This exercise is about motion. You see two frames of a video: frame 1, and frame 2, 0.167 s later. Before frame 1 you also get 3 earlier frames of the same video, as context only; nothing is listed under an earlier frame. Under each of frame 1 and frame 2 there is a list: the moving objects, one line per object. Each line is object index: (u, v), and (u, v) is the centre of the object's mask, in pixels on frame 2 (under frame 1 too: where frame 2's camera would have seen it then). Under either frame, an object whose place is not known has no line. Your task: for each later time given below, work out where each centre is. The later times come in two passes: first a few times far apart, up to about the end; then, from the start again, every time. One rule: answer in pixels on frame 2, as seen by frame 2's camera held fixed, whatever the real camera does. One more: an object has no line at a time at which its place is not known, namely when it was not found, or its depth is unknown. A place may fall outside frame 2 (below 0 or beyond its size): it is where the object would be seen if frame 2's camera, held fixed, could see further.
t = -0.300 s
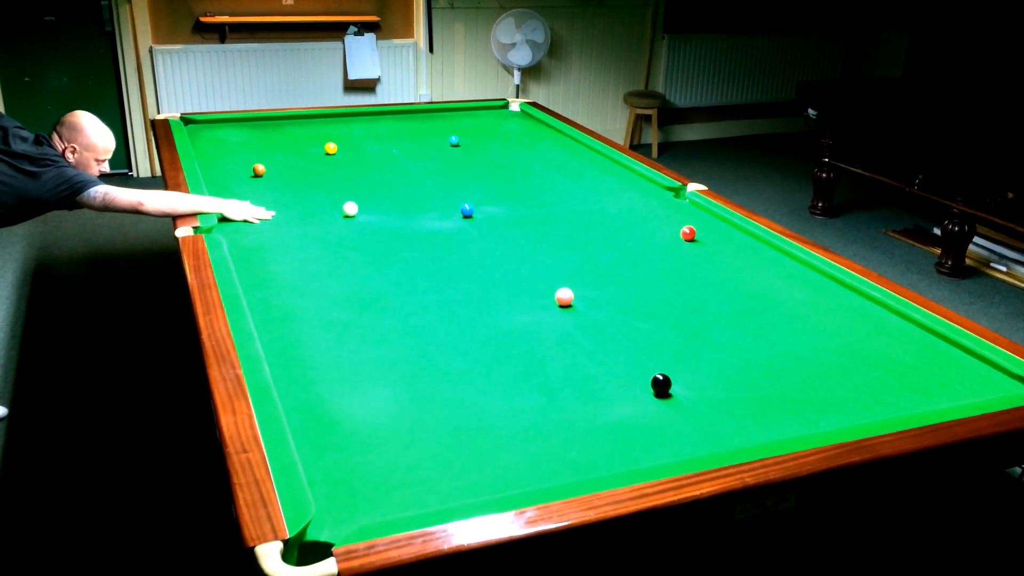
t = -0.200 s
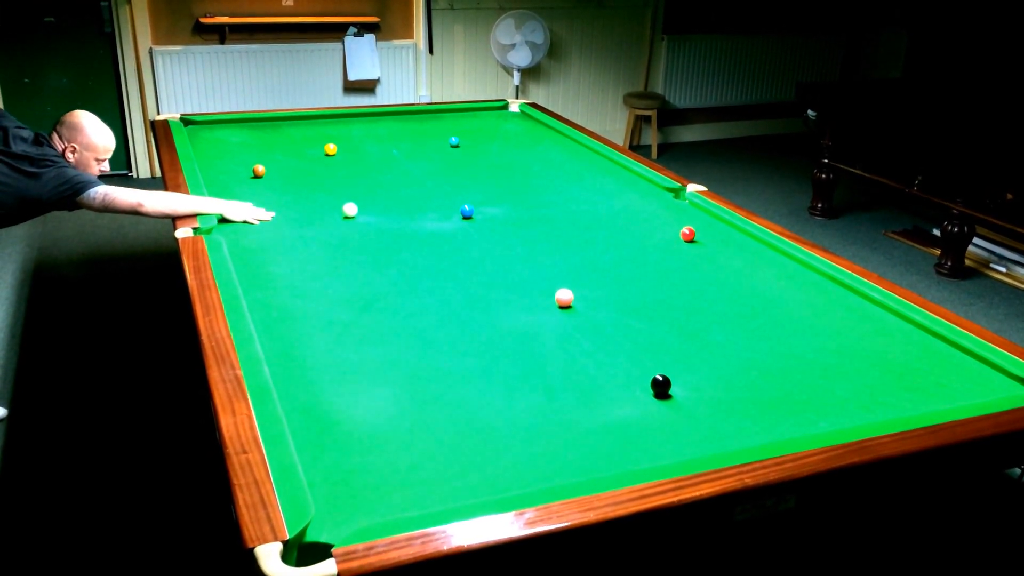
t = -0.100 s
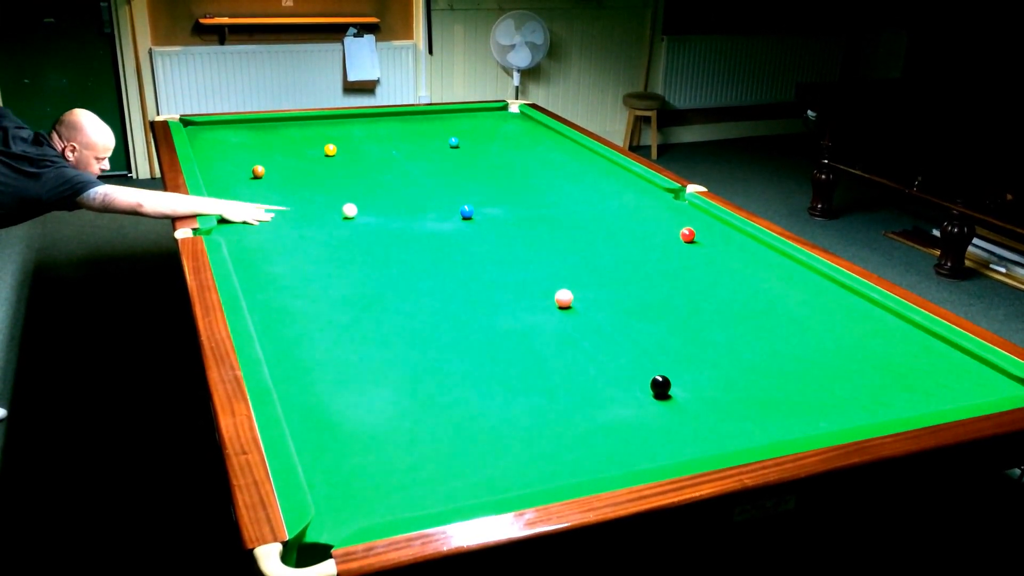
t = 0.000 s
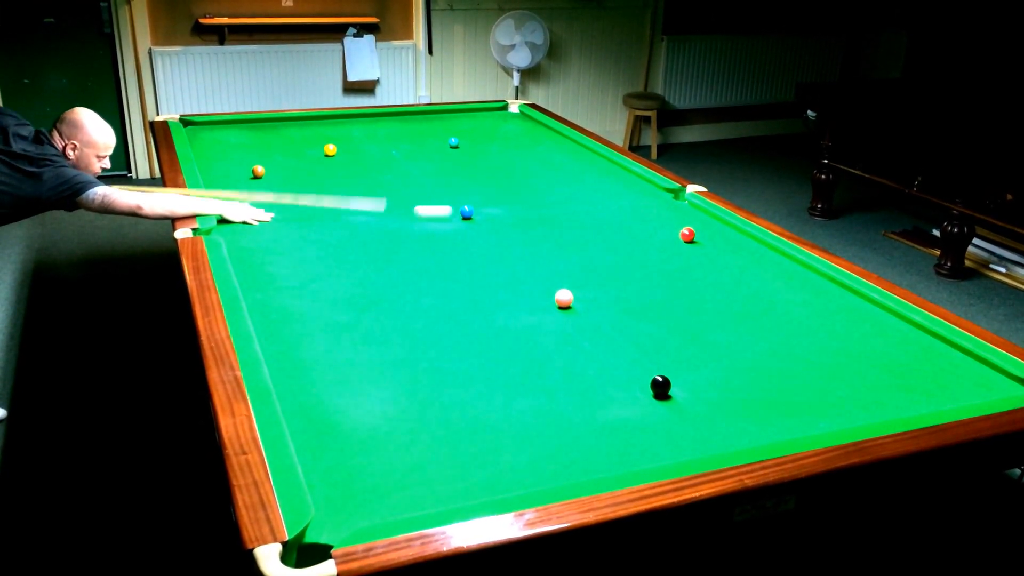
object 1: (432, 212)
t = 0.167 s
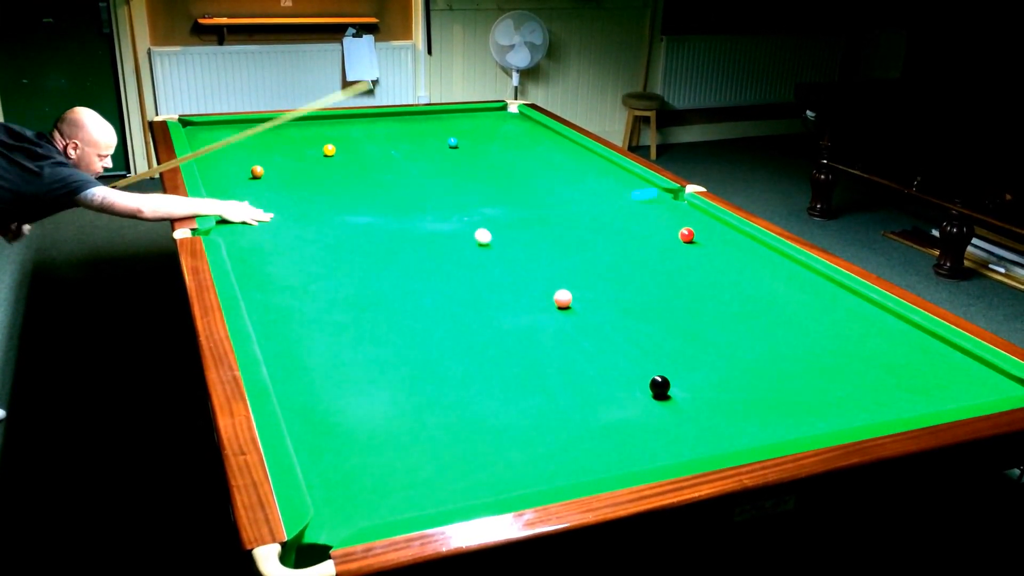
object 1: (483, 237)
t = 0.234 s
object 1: (492, 248)
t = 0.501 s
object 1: (488, 289)
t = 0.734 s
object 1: (452, 327)
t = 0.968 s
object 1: (408, 373)
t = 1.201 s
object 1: (354, 430)
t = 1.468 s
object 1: (350, 491)
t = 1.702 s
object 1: (423, 497)
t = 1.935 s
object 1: (467, 457)
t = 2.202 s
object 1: (509, 418)
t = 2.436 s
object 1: (541, 389)
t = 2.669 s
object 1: (568, 365)
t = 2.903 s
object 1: (592, 344)
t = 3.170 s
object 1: (617, 322)
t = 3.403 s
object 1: (636, 306)
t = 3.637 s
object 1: (653, 291)
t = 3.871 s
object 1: (669, 279)
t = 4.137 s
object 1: (684, 266)
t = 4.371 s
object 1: (697, 255)
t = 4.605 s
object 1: (709, 246)
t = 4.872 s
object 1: (721, 237)
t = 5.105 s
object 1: (730, 229)
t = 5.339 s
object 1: (717, 227)
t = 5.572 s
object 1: (700, 225)
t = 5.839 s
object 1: (682, 223)
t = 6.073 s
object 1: (669, 222)
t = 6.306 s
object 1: (657, 221)
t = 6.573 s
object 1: (645, 219)
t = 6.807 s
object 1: (636, 219)
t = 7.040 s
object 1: (628, 217)
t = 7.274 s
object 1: (621, 217)
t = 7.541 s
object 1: (615, 216)
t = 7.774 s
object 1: (611, 218)
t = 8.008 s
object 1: (609, 218)
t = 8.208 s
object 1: (609, 218)
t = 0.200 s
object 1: (488, 243)
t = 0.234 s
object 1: (492, 248)
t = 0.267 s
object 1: (495, 253)
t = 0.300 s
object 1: (497, 259)
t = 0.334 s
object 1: (498, 264)
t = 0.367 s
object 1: (498, 269)
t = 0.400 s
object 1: (497, 274)
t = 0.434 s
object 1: (495, 279)
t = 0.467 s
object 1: (492, 284)
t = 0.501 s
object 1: (488, 289)
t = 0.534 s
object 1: (483, 294)
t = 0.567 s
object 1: (478, 299)
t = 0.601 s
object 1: (473, 305)
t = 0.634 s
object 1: (468, 310)
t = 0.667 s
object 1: (462, 316)
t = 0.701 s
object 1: (457, 321)
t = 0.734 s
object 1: (452, 327)
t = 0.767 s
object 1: (446, 333)
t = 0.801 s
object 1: (440, 339)
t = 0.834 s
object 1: (434, 346)
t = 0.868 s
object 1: (427, 353)
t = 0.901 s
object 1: (421, 359)
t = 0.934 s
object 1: (415, 366)
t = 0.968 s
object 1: (408, 373)
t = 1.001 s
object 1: (401, 380)
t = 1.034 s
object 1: (393, 388)
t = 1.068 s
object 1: (386, 396)
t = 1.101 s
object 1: (378, 404)
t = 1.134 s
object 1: (370, 412)
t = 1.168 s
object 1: (362, 421)
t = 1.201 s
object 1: (354, 430)
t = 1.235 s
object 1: (345, 439)
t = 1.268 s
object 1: (336, 449)
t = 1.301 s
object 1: (327, 458)
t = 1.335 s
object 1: (318, 468)
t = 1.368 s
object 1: (316, 475)
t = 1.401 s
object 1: (327, 481)
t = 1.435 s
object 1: (339, 485)
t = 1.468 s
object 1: (350, 491)
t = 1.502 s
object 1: (363, 491)
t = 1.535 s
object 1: (374, 496)
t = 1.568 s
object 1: (386, 502)
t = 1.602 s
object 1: (398, 505)
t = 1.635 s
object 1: (409, 506)
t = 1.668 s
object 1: (417, 502)
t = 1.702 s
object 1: (423, 497)
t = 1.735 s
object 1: (430, 491)
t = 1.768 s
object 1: (437, 485)
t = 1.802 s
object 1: (443, 479)
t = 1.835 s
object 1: (449, 473)
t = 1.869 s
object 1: (456, 467)
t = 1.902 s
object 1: (461, 462)
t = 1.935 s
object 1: (467, 457)
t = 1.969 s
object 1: (473, 451)
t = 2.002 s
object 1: (478, 446)
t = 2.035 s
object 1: (484, 442)
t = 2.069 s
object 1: (489, 436)
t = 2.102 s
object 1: (494, 432)
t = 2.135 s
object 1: (499, 427)
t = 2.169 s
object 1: (504, 422)
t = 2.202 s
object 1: (509, 418)
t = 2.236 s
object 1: (514, 414)
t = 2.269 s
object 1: (519, 410)
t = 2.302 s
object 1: (523, 405)
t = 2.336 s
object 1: (528, 401)
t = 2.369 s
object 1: (532, 397)
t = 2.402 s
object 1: (536, 393)
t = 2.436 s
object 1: (541, 389)
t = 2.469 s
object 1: (545, 386)
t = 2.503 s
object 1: (549, 382)
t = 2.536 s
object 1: (553, 378)
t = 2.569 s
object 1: (557, 375)
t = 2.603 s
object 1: (561, 372)
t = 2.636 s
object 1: (564, 368)
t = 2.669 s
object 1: (568, 365)
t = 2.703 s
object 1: (572, 362)
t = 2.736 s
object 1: (575, 359)
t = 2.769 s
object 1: (579, 355)
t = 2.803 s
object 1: (582, 353)
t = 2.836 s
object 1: (586, 349)
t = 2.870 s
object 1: (589, 346)
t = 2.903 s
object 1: (592, 344)
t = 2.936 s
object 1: (595, 341)
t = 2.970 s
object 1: (599, 338)
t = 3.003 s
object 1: (602, 335)
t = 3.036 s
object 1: (605, 332)
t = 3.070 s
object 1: (608, 330)
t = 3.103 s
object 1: (611, 327)
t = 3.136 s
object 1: (614, 325)
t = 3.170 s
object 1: (617, 322)
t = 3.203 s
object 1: (619, 320)
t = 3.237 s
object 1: (622, 317)
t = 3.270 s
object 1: (625, 315)
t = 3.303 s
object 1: (628, 313)
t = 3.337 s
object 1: (630, 310)
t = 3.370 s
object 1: (633, 308)
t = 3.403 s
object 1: (636, 306)
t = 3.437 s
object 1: (638, 304)
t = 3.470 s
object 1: (641, 301)
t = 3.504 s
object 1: (643, 299)
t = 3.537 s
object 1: (646, 297)
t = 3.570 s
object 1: (648, 295)
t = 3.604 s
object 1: (650, 293)
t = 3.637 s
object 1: (653, 291)
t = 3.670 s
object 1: (655, 289)
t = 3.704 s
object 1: (657, 288)
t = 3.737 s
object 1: (660, 286)
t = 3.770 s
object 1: (662, 284)
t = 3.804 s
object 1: (664, 282)
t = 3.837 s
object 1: (666, 280)
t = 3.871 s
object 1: (669, 279)
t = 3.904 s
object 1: (671, 277)
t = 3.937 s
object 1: (673, 275)
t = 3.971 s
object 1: (675, 274)
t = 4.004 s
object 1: (677, 272)
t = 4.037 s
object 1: (679, 270)
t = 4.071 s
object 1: (681, 269)
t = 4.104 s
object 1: (683, 267)
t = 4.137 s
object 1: (684, 266)
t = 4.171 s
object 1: (686, 264)
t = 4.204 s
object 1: (688, 262)
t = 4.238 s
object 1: (690, 261)
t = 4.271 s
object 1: (692, 260)
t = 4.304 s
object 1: (694, 258)
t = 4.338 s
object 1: (696, 257)
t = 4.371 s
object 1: (697, 255)
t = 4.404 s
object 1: (699, 254)
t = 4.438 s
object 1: (701, 253)
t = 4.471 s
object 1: (703, 251)
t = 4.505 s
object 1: (704, 250)
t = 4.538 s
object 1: (706, 249)
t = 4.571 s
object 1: (707, 248)
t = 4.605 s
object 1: (709, 246)
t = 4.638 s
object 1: (711, 245)
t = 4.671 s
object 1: (712, 244)
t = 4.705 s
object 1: (714, 243)
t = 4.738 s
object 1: (715, 241)
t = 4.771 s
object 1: (717, 240)
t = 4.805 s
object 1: (718, 239)
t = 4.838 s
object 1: (720, 238)
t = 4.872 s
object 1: (721, 237)
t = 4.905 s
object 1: (722, 236)
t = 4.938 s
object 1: (724, 235)
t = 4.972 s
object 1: (725, 234)
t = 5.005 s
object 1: (726, 232)
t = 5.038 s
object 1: (728, 232)
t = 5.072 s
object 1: (729, 231)
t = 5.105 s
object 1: (730, 229)
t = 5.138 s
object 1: (732, 229)
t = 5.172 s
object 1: (730, 228)
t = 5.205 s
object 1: (727, 228)
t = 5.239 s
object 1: (724, 228)
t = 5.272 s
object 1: (722, 227)
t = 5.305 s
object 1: (719, 227)
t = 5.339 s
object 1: (717, 227)
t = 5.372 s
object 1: (714, 227)
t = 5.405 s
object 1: (712, 226)
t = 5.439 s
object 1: (709, 226)
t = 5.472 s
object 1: (707, 226)
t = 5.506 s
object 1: (704, 225)
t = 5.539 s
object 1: (702, 225)
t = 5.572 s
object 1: (700, 225)
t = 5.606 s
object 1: (697, 225)
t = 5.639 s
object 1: (696, 224)
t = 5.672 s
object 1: (693, 224)
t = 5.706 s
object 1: (691, 224)
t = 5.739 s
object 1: (689, 223)
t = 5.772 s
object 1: (687, 223)
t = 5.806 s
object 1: (684, 223)
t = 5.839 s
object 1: (682, 223)
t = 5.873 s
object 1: (680, 223)
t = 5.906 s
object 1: (678, 223)
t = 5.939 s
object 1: (676, 223)
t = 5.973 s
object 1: (674, 222)
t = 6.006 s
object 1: (672, 222)
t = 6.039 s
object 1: (671, 222)
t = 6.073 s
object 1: (669, 222)
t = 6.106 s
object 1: (667, 222)
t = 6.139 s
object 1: (666, 221)
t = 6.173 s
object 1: (664, 221)
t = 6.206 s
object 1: (662, 221)
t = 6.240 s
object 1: (660, 221)
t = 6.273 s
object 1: (659, 221)
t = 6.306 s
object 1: (657, 221)
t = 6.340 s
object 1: (655, 220)
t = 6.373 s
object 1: (654, 220)
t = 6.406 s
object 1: (652, 220)
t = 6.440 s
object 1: (651, 220)
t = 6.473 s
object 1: (649, 220)
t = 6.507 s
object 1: (648, 220)
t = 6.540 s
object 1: (646, 219)
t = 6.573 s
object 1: (645, 219)
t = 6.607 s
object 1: (643, 220)
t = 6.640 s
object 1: (642, 219)
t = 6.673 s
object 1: (641, 219)
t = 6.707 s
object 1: (639, 219)
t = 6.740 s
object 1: (638, 219)
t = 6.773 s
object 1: (637, 219)
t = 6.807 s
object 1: (636, 219)
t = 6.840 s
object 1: (635, 218)
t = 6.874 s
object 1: (633, 218)
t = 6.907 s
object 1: (632, 218)
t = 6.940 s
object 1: (631, 218)
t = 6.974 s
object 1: (630, 218)
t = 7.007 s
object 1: (629, 217)
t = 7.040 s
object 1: (628, 217)
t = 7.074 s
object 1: (627, 217)
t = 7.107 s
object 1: (626, 217)
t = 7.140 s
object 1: (625, 217)
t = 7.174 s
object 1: (624, 217)
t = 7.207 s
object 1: (623, 217)
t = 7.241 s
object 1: (622, 217)
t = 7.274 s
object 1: (621, 217)
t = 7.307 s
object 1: (621, 217)
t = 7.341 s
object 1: (620, 216)
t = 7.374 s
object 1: (619, 216)
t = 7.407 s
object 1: (618, 216)
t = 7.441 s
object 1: (617, 215)
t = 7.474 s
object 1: (616, 215)
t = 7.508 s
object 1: (616, 216)
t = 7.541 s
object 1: (615, 216)
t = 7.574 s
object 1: (615, 216)
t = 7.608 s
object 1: (614, 217)
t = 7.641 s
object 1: (614, 217)
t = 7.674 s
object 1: (613, 218)
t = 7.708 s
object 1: (612, 218)
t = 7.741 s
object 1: (612, 218)
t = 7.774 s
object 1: (611, 218)
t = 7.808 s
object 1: (611, 218)
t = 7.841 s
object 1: (611, 218)
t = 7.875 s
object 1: (610, 218)
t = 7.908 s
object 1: (610, 218)
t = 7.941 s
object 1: (610, 218)
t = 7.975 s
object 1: (610, 218)
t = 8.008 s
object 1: (609, 218)
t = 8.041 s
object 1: (609, 218)
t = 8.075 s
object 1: (609, 218)
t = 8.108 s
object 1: (609, 218)
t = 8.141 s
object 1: (609, 218)
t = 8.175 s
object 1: (609, 218)
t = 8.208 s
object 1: (609, 218)
